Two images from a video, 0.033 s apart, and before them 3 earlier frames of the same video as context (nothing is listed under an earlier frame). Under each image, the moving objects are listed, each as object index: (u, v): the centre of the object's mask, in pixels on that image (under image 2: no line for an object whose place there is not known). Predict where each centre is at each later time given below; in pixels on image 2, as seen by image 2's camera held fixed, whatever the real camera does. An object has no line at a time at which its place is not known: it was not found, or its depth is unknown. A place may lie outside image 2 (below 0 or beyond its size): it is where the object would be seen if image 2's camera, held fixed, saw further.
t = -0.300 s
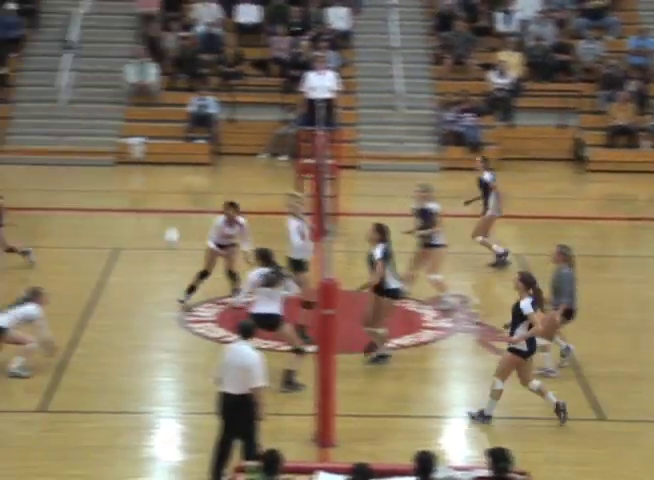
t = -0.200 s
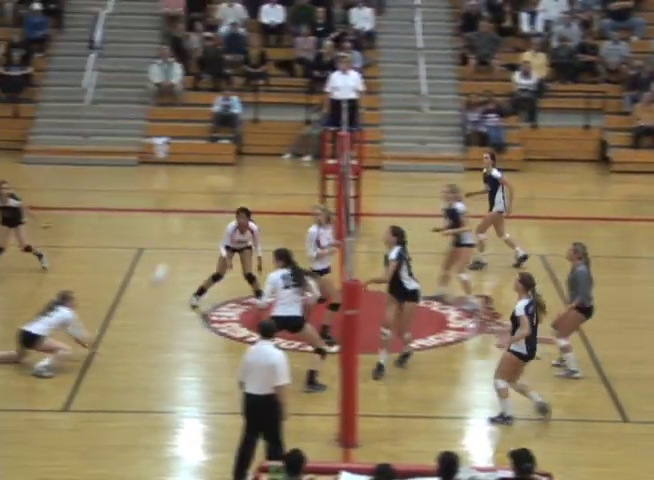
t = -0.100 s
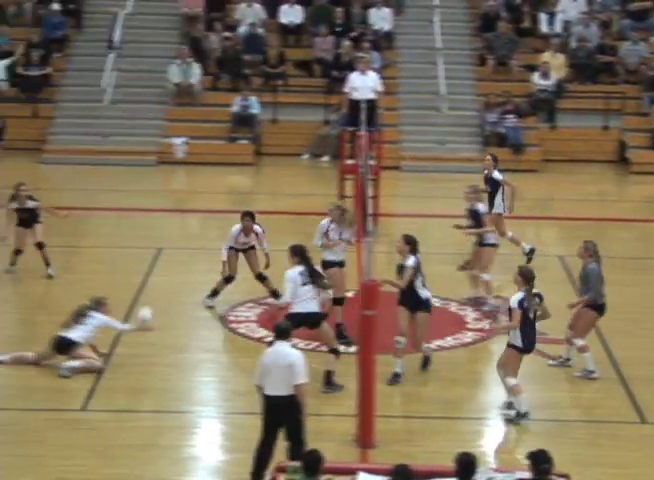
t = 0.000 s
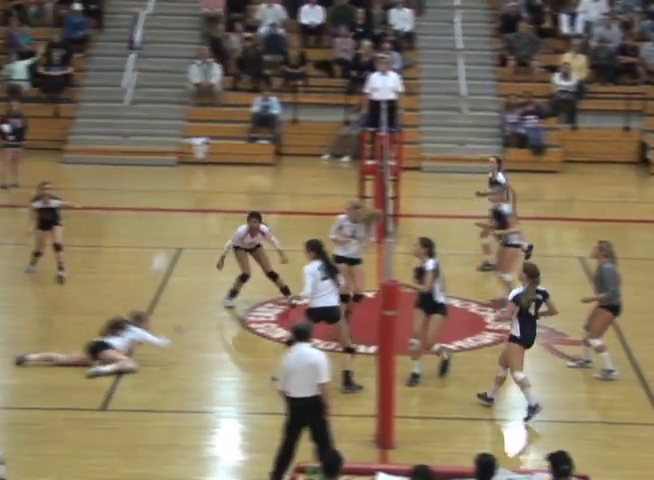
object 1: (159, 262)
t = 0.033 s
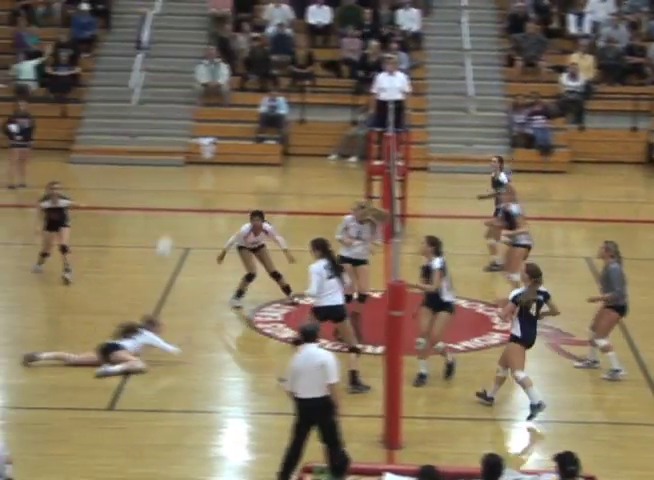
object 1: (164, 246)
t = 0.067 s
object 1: (162, 231)
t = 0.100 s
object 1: (161, 214)
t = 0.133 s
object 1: (160, 202)
